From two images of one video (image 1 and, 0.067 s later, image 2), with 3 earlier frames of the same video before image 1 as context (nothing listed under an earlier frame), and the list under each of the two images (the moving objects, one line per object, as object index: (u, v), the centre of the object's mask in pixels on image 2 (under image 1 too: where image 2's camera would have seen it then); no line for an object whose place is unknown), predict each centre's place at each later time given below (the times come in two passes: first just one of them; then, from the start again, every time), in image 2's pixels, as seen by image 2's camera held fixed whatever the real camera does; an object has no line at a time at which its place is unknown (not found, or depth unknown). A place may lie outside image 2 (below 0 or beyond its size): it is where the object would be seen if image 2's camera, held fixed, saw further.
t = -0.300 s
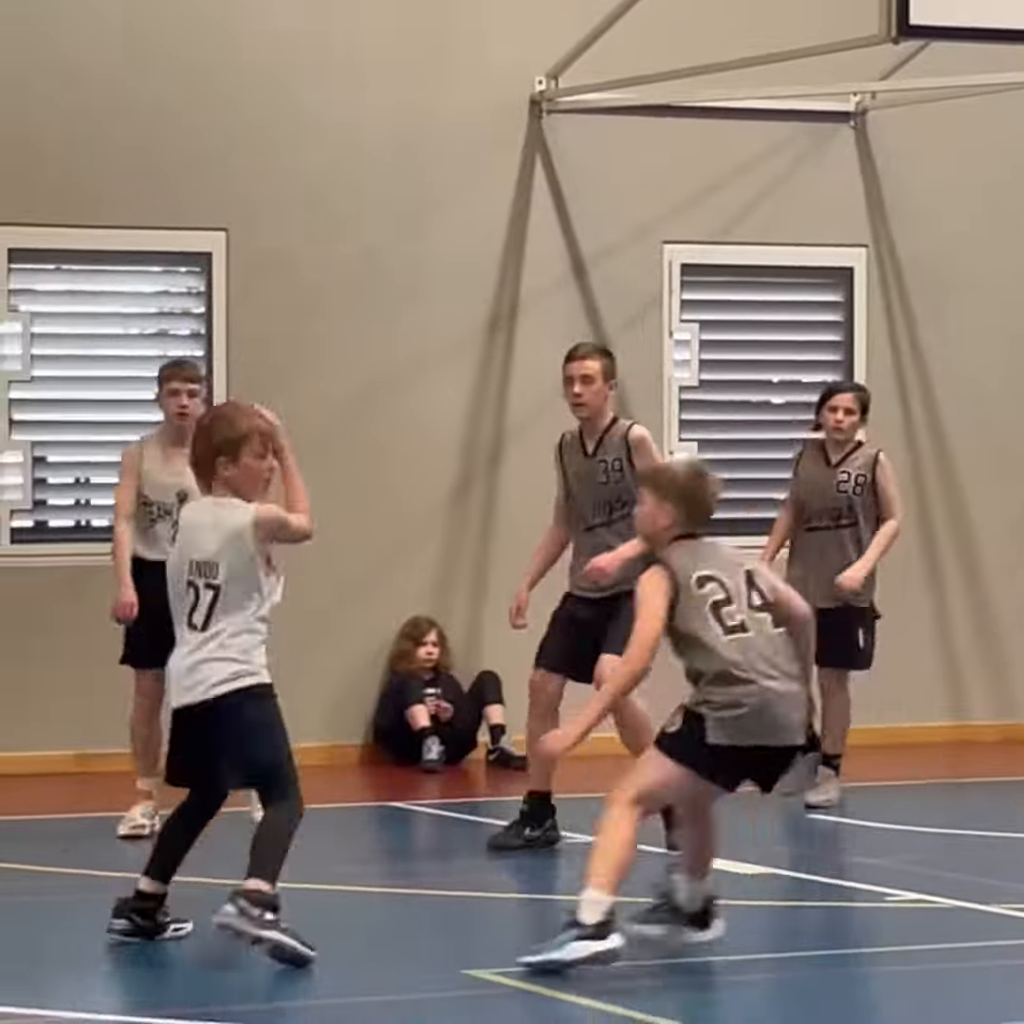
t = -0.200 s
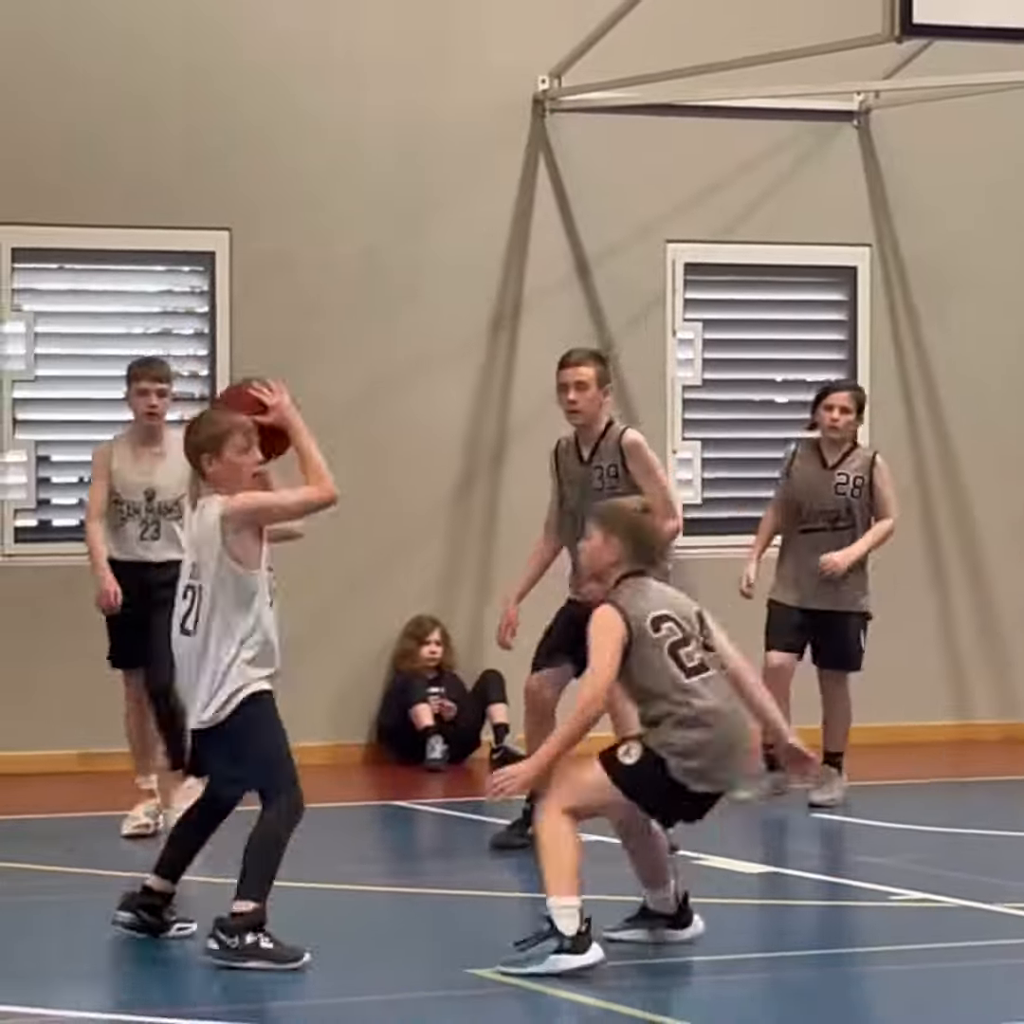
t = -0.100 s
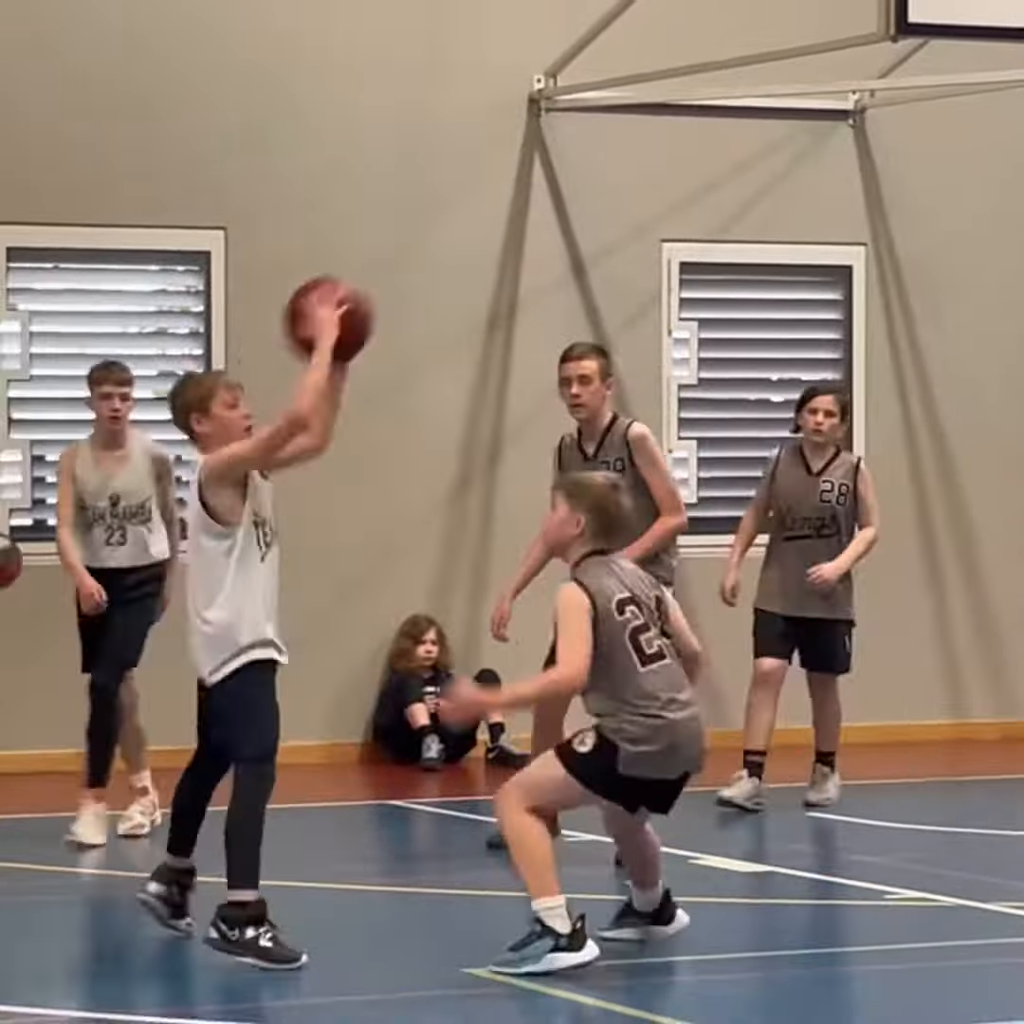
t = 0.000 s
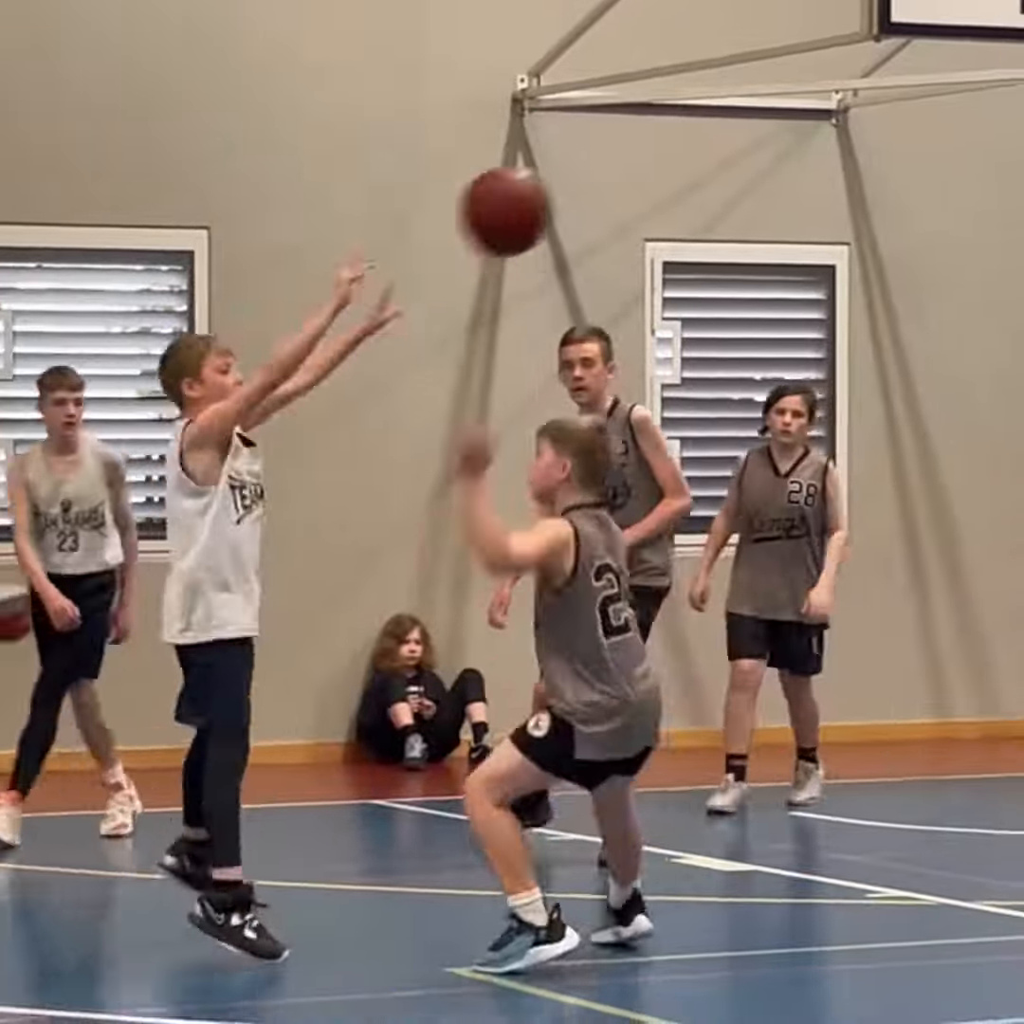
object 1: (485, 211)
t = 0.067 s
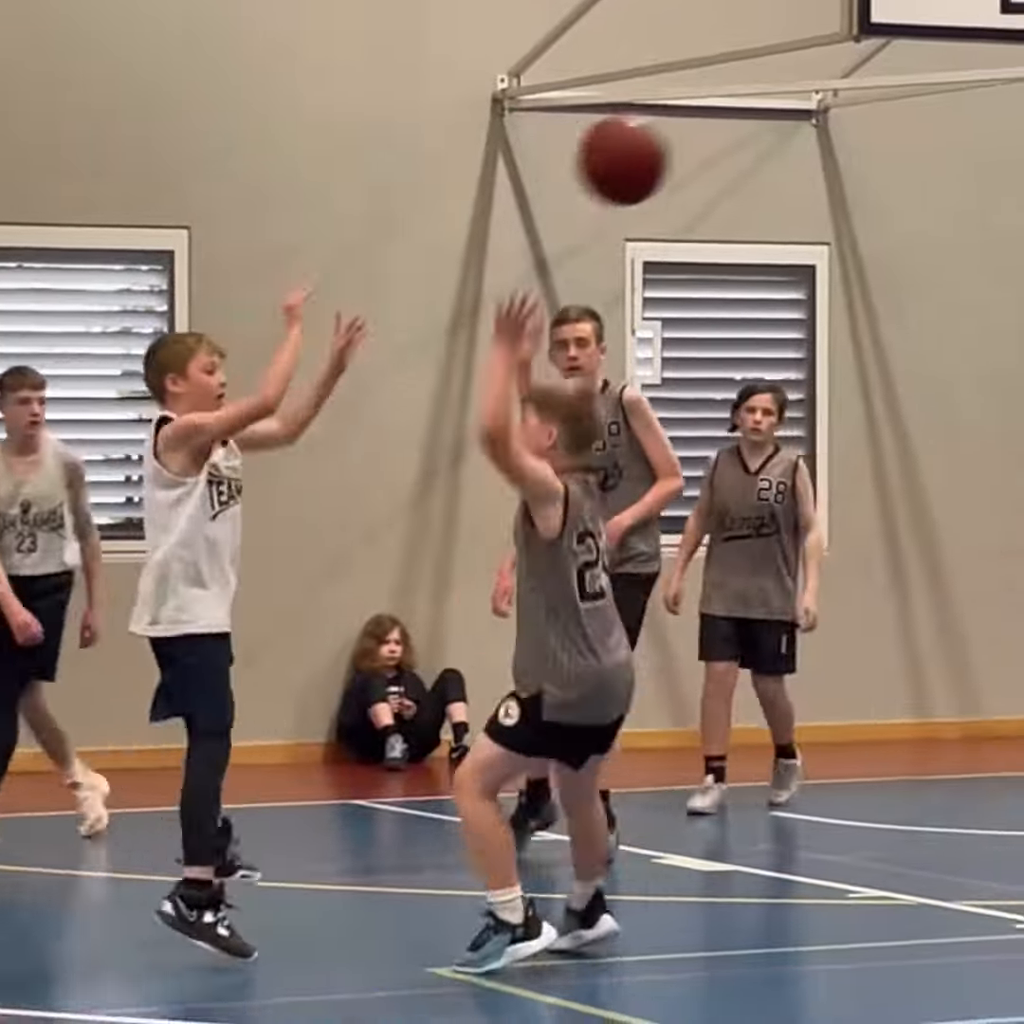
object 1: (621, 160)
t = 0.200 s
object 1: (904, 107)
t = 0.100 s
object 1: (691, 141)
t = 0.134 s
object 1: (761, 126)
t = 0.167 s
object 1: (833, 114)
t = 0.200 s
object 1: (904, 107)
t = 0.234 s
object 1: (978, 104)
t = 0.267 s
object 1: (1052, 104)
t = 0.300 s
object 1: (1127, 107)
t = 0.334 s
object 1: (1202, 116)
